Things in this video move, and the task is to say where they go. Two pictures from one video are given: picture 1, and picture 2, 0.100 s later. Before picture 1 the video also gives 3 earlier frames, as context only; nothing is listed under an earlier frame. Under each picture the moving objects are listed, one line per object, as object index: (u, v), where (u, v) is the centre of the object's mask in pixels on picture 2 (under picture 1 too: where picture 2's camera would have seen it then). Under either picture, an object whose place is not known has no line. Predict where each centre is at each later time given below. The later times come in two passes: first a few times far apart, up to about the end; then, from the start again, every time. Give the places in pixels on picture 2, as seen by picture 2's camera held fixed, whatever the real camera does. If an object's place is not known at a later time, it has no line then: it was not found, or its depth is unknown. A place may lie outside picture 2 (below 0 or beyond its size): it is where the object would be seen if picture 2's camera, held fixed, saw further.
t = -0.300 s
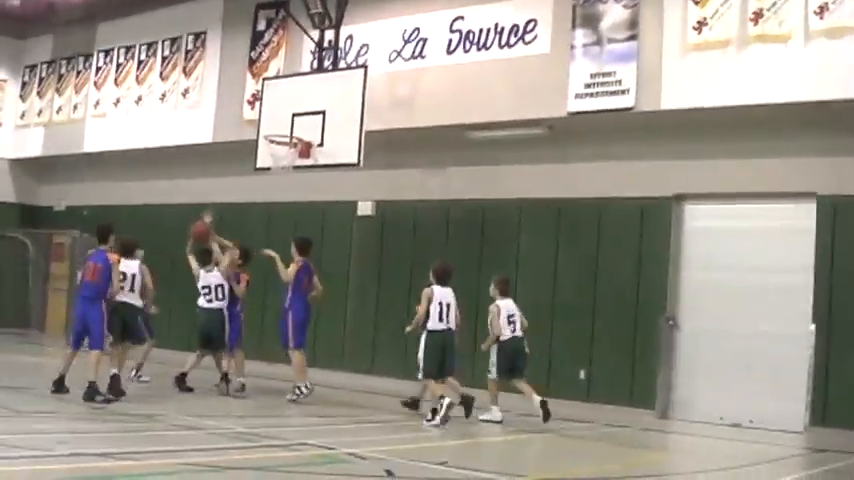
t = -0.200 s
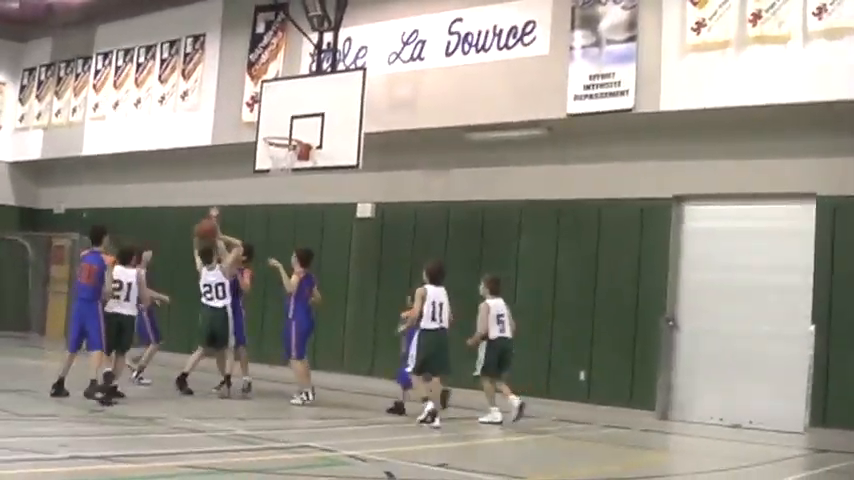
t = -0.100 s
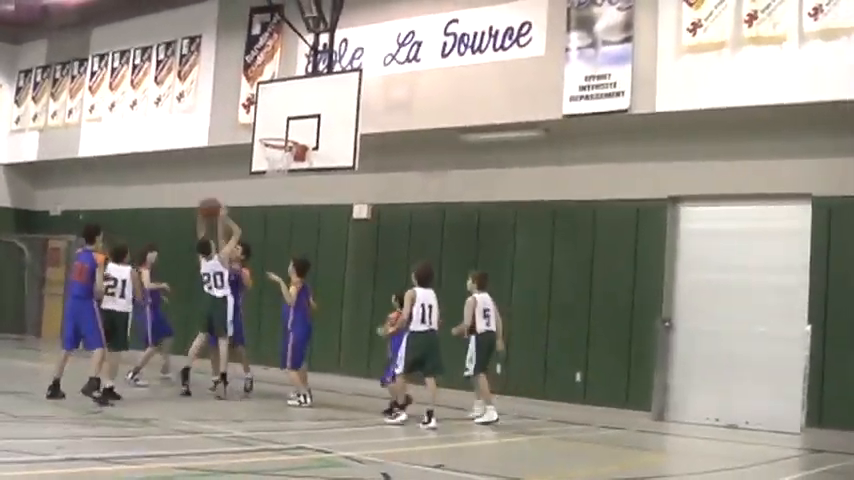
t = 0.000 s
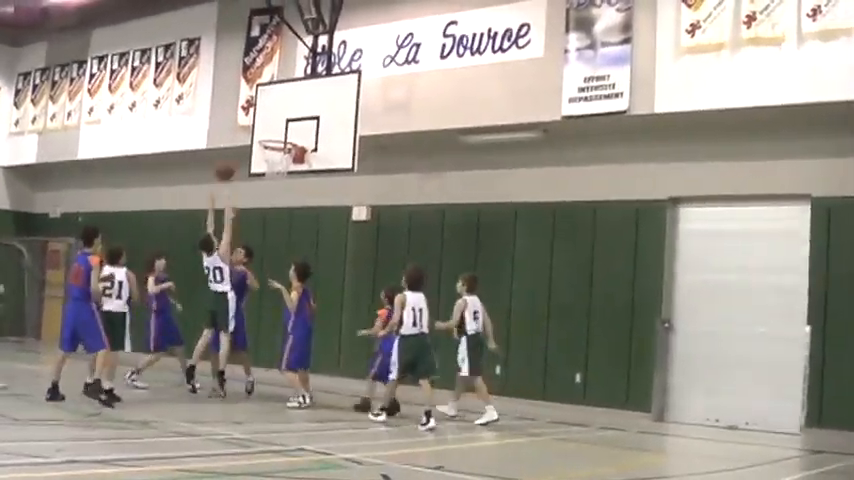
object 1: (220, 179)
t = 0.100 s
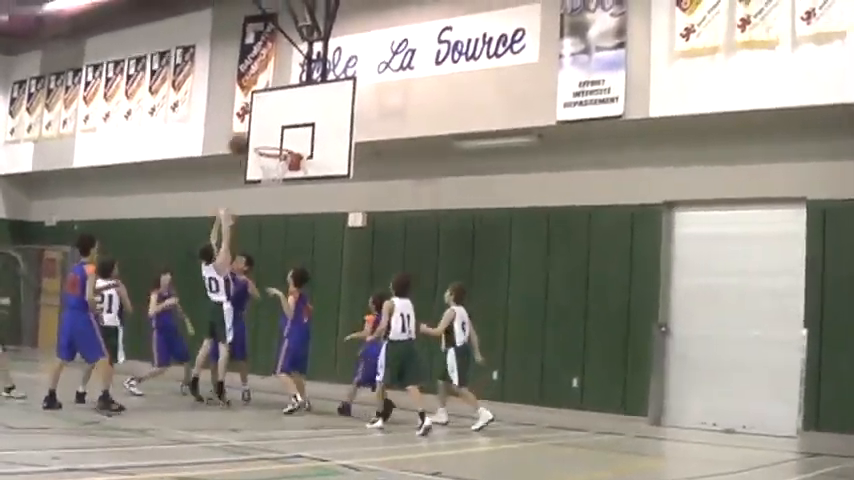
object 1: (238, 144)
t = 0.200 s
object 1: (256, 121)
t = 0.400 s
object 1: (286, 102)
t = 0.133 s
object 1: (244, 135)
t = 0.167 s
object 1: (250, 128)
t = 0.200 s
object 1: (256, 121)
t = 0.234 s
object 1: (261, 115)
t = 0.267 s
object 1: (267, 111)
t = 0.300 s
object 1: (272, 107)
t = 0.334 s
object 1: (277, 105)
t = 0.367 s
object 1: (281, 103)
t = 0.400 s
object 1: (286, 102)
